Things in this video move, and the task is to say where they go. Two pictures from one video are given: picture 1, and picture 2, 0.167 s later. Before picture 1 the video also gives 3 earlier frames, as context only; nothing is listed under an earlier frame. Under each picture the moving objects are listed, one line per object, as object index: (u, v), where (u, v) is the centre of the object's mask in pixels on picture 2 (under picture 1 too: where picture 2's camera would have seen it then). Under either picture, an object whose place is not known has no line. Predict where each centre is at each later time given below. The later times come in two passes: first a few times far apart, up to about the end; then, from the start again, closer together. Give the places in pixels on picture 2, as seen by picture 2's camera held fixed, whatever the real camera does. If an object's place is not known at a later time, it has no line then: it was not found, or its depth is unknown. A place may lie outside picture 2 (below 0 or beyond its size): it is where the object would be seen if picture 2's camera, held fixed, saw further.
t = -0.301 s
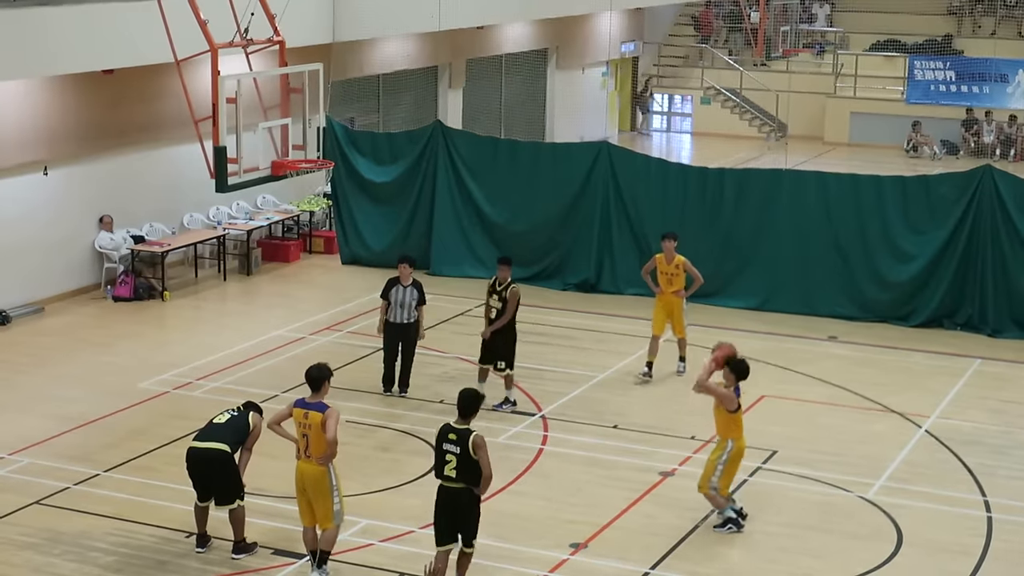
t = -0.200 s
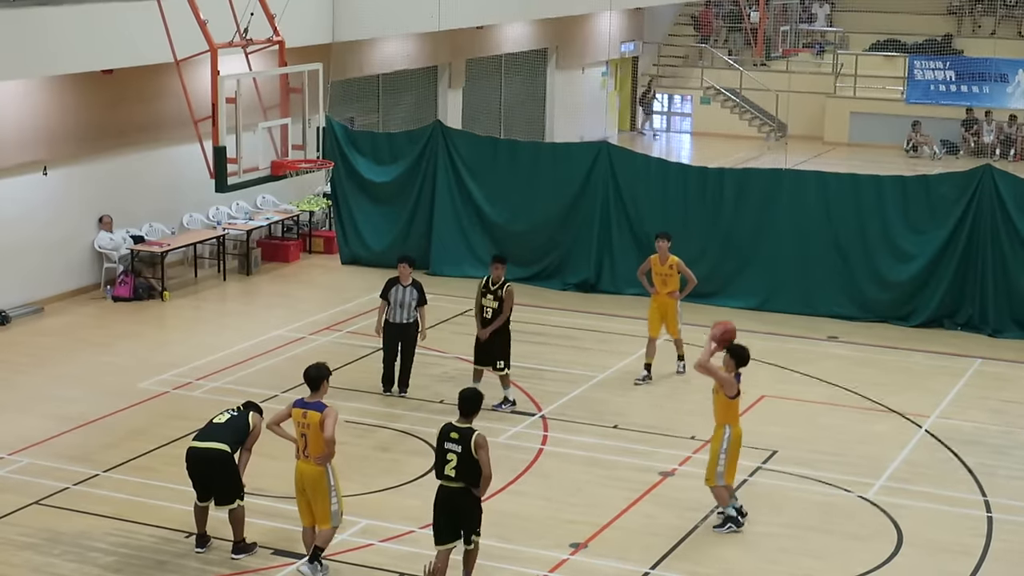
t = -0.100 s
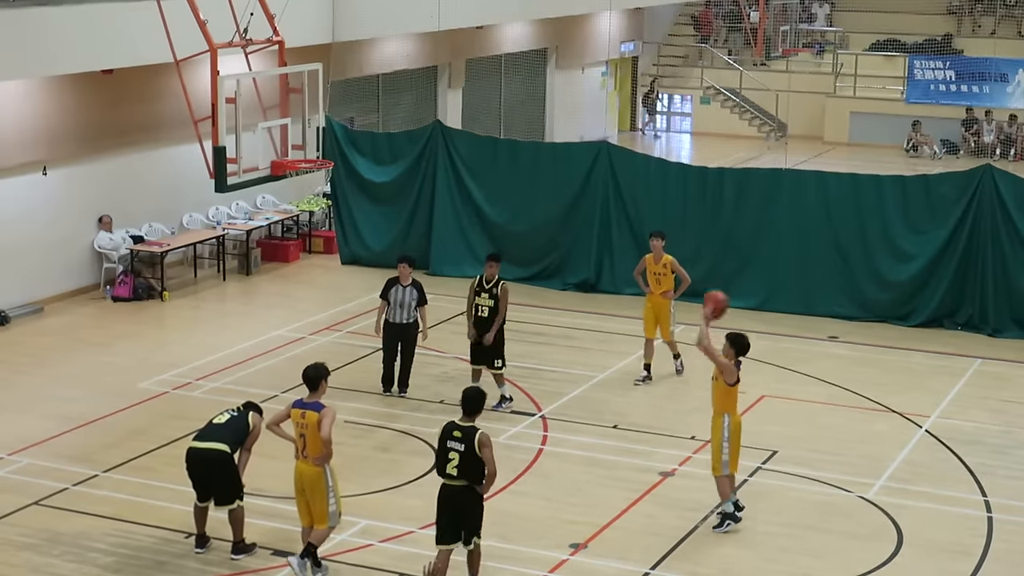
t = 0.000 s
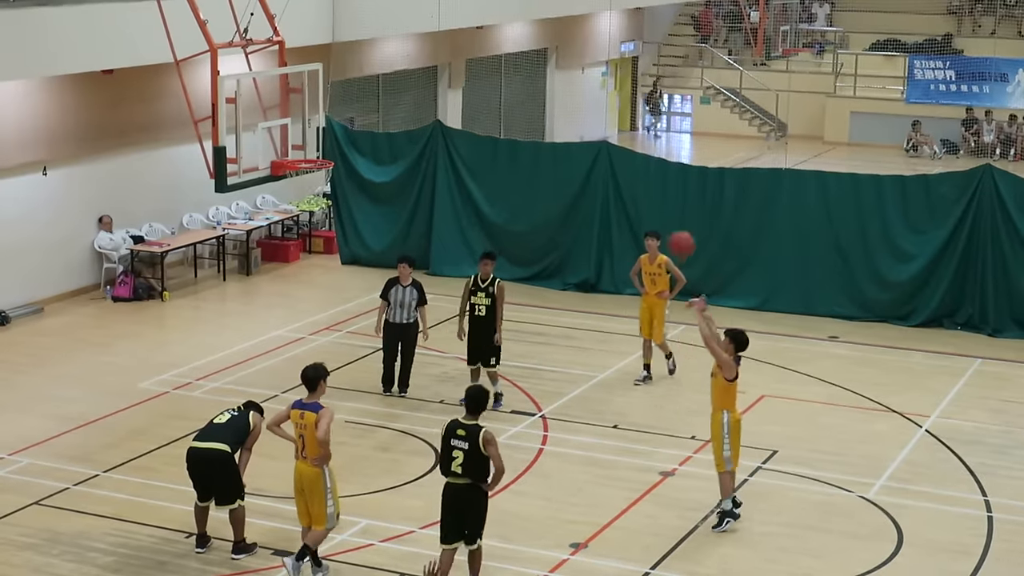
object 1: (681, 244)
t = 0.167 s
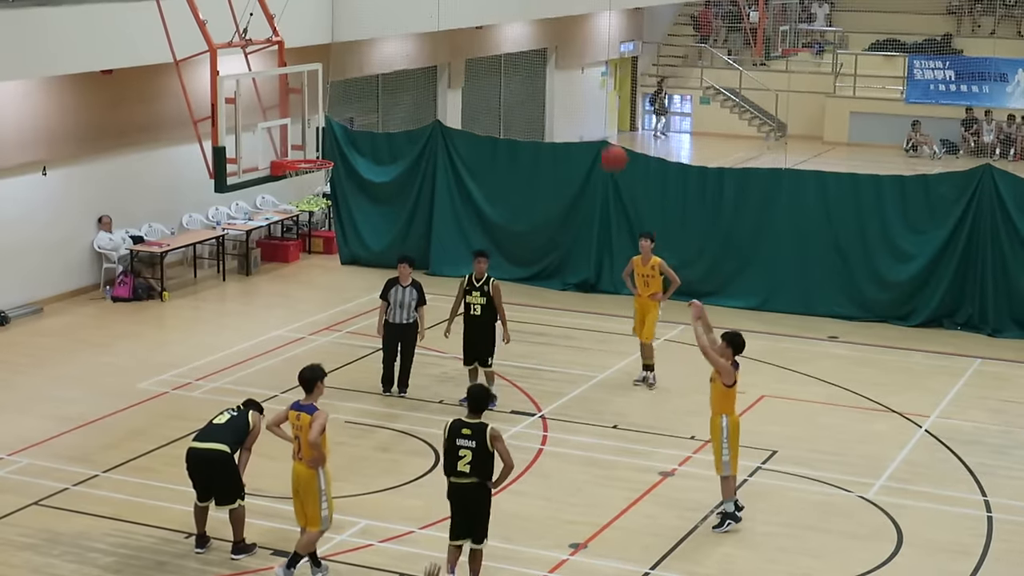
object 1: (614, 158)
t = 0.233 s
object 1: (587, 132)
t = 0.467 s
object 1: (495, 78)
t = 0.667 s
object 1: (419, 76)
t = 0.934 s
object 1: (320, 135)
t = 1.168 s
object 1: (333, 177)
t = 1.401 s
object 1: (326, 191)
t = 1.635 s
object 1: (309, 260)
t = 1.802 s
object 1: (299, 339)
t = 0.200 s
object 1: (600, 145)
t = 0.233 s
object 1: (587, 132)
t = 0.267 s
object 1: (574, 121)
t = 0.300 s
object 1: (561, 111)
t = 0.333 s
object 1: (548, 102)
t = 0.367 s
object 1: (534, 94)
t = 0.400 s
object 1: (523, 88)
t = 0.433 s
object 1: (508, 82)
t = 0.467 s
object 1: (495, 78)
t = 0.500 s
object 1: (482, 74)
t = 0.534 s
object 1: (469, 73)
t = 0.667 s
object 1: (419, 76)
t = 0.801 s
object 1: (369, 97)
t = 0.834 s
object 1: (357, 105)
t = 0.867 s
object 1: (345, 114)
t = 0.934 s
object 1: (320, 135)
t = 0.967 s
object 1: (308, 148)
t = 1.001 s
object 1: (297, 156)
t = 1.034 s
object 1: (305, 168)
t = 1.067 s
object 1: (314, 178)
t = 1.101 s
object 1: (323, 181)
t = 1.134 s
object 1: (330, 180)
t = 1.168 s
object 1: (333, 177)
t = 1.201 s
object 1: (335, 176)
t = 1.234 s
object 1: (335, 176)
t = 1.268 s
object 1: (334, 177)
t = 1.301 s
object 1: (332, 177)
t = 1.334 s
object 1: (330, 181)
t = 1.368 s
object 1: (328, 184)
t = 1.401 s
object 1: (326, 191)
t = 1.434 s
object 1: (324, 198)
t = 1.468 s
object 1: (322, 204)
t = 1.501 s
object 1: (318, 214)
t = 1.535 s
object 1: (317, 223)
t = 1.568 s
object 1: (314, 235)
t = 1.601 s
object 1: (312, 246)
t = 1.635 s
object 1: (309, 260)
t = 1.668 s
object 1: (307, 274)
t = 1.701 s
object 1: (305, 289)
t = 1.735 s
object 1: (303, 305)
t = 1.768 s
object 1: (301, 321)
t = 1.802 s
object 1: (299, 339)
